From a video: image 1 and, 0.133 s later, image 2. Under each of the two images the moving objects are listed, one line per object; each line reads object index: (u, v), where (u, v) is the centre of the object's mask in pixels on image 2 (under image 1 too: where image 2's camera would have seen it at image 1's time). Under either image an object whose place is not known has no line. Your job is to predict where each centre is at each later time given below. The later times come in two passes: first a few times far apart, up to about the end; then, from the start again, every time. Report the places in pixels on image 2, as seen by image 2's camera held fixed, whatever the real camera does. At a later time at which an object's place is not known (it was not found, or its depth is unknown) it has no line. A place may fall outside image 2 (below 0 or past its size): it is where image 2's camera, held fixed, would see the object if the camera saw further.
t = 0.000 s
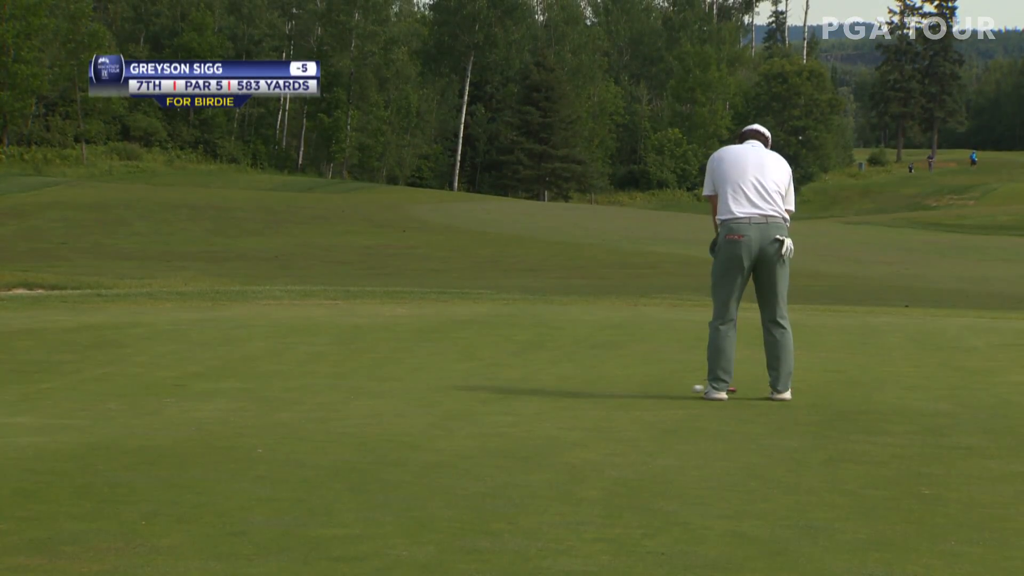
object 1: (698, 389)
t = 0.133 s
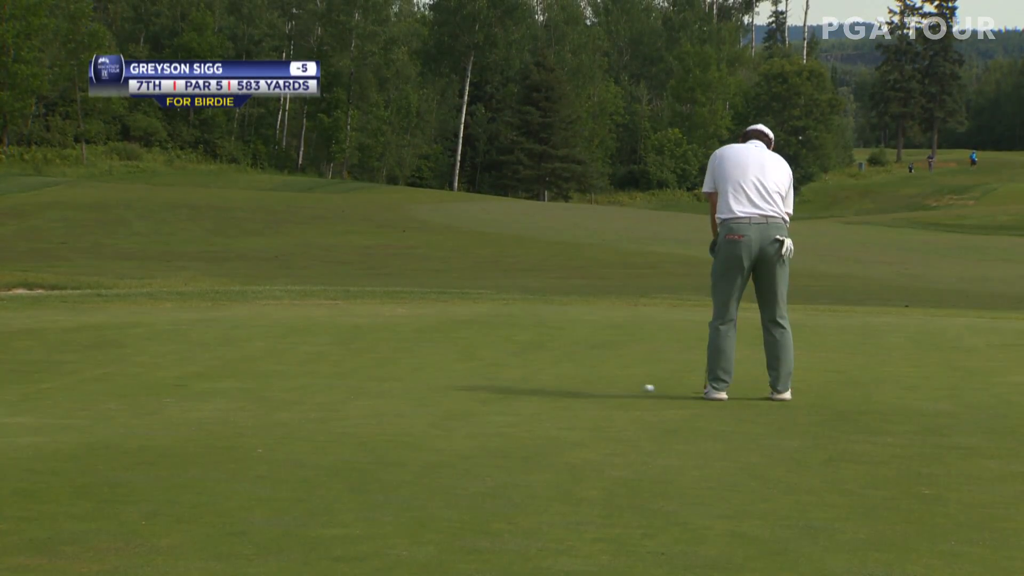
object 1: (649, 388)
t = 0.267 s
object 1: (605, 388)
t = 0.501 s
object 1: (533, 388)
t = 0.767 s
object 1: (459, 386)
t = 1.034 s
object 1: (394, 385)
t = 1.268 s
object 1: (342, 385)
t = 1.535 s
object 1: (290, 384)
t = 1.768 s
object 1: (250, 384)
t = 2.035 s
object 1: (211, 383)
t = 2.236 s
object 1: (188, 382)
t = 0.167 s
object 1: (638, 388)
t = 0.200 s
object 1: (627, 389)
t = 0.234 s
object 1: (616, 388)
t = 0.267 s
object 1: (605, 388)
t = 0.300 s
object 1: (595, 388)
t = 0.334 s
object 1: (584, 388)
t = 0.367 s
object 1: (573, 388)
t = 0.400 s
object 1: (563, 388)
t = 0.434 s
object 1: (553, 388)
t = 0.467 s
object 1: (543, 388)
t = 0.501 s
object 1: (533, 388)
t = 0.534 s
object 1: (523, 388)
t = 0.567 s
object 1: (513, 388)
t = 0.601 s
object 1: (504, 387)
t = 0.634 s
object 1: (495, 387)
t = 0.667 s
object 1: (485, 387)
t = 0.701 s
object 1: (476, 386)
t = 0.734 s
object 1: (468, 387)
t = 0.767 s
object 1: (459, 386)
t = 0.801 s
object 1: (450, 386)
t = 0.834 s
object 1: (441, 386)
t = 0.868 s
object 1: (433, 386)
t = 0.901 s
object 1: (425, 386)
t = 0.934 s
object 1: (417, 386)
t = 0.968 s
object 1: (409, 386)
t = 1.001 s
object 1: (401, 385)
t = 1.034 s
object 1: (394, 385)
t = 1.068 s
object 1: (386, 385)
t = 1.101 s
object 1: (378, 385)
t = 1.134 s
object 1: (371, 385)
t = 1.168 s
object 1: (364, 385)
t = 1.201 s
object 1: (356, 385)
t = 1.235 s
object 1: (349, 385)
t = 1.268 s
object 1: (342, 385)
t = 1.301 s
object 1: (335, 385)
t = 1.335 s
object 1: (329, 385)
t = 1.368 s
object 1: (322, 385)
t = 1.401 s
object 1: (315, 385)
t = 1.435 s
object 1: (308, 385)
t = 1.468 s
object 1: (302, 385)
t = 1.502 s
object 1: (296, 384)
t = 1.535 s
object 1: (290, 384)
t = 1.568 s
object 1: (284, 384)
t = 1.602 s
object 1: (277, 384)
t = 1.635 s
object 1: (272, 384)
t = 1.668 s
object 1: (266, 384)
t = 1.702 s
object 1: (261, 384)
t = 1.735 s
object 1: (255, 384)
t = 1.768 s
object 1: (250, 384)
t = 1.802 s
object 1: (245, 384)
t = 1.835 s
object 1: (240, 384)
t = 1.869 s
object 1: (235, 383)
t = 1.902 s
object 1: (230, 383)
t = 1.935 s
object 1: (225, 383)
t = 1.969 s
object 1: (220, 383)
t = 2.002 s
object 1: (216, 383)
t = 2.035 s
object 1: (211, 383)
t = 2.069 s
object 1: (207, 383)
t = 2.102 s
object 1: (203, 383)
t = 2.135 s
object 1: (199, 383)
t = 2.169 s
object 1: (195, 383)
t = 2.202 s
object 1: (191, 382)
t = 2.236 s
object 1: (188, 382)
